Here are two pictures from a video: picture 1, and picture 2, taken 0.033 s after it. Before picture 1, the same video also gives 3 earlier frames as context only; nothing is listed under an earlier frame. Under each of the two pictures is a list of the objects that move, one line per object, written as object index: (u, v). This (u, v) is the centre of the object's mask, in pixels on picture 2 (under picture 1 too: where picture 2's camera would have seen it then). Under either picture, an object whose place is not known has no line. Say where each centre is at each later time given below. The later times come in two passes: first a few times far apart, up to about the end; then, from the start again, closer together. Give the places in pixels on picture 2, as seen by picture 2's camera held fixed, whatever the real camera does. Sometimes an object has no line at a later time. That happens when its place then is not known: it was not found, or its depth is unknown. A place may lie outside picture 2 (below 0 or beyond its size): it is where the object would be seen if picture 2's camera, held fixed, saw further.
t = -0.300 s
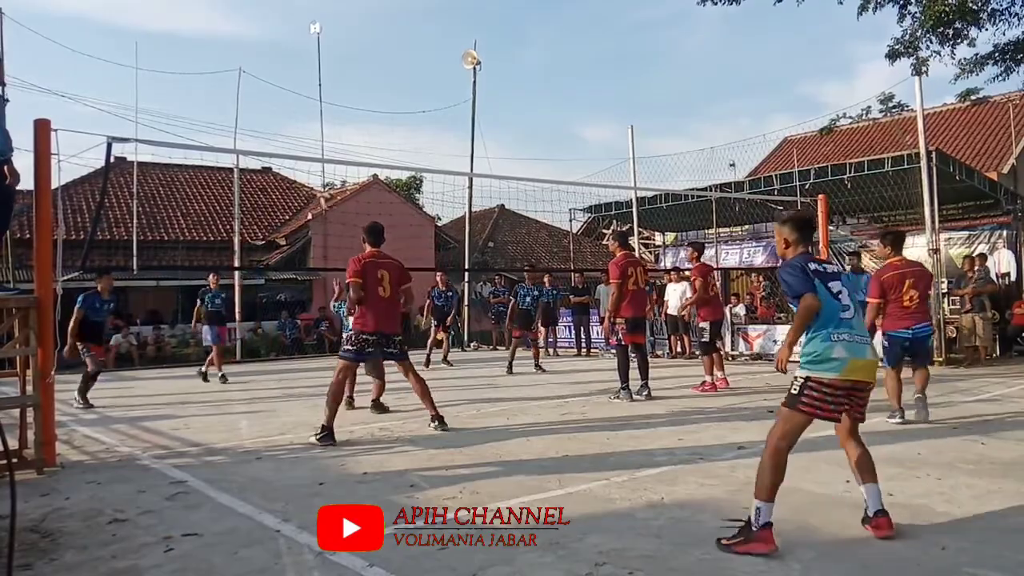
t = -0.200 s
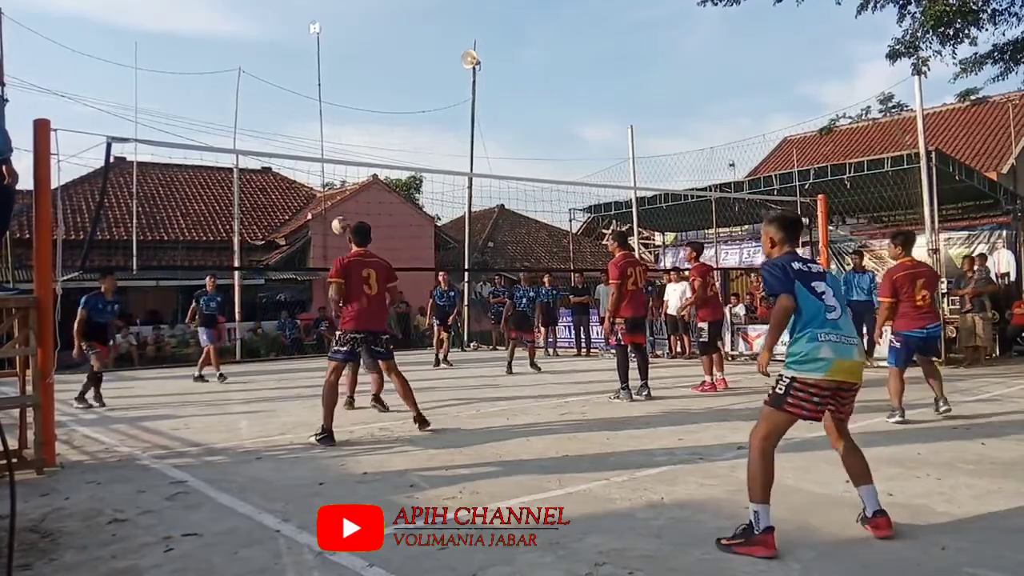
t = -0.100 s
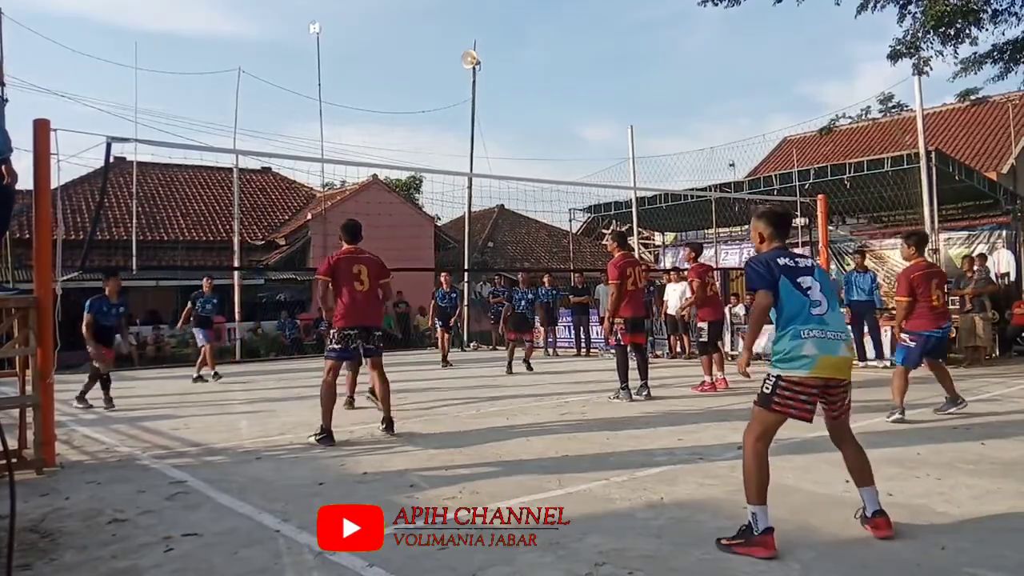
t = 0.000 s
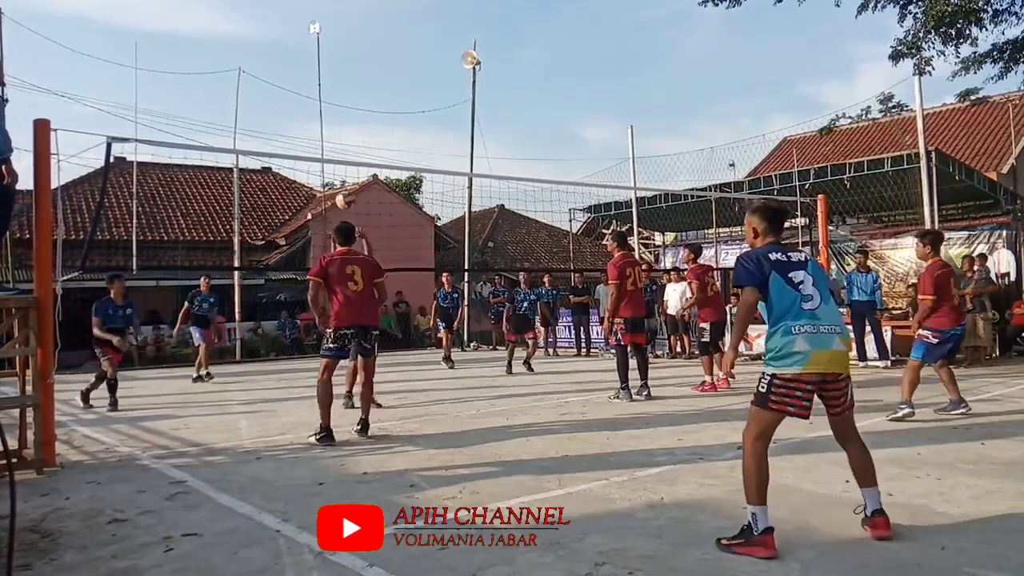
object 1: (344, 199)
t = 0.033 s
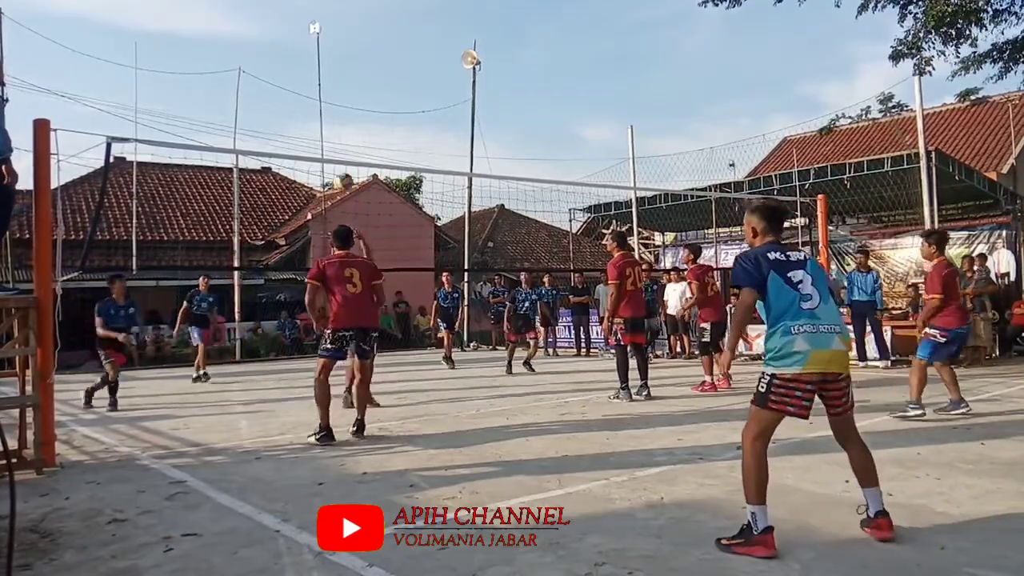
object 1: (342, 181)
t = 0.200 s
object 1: (334, 101)
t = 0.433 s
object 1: (323, 31)
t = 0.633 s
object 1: (313, 9)
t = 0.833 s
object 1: (304, 23)
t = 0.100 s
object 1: (340, 145)
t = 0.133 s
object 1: (339, 130)
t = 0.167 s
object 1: (336, 115)
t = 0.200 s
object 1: (334, 101)
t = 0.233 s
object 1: (332, 88)
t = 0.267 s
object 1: (330, 77)
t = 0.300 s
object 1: (329, 65)
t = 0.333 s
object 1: (327, 56)
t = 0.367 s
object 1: (326, 46)
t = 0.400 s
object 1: (325, 38)
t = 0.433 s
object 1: (323, 31)
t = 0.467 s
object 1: (321, 25)
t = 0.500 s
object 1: (319, 20)
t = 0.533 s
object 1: (317, 16)
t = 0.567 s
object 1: (316, 12)
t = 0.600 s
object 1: (314, 10)
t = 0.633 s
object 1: (313, 9)
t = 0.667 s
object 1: (311, 9)
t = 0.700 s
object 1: (309, 10)
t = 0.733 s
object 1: (308, 11)
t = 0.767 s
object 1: (307, 14)
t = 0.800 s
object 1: (305, 18)
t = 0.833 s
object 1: (304, 23)
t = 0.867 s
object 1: (302, 29)
